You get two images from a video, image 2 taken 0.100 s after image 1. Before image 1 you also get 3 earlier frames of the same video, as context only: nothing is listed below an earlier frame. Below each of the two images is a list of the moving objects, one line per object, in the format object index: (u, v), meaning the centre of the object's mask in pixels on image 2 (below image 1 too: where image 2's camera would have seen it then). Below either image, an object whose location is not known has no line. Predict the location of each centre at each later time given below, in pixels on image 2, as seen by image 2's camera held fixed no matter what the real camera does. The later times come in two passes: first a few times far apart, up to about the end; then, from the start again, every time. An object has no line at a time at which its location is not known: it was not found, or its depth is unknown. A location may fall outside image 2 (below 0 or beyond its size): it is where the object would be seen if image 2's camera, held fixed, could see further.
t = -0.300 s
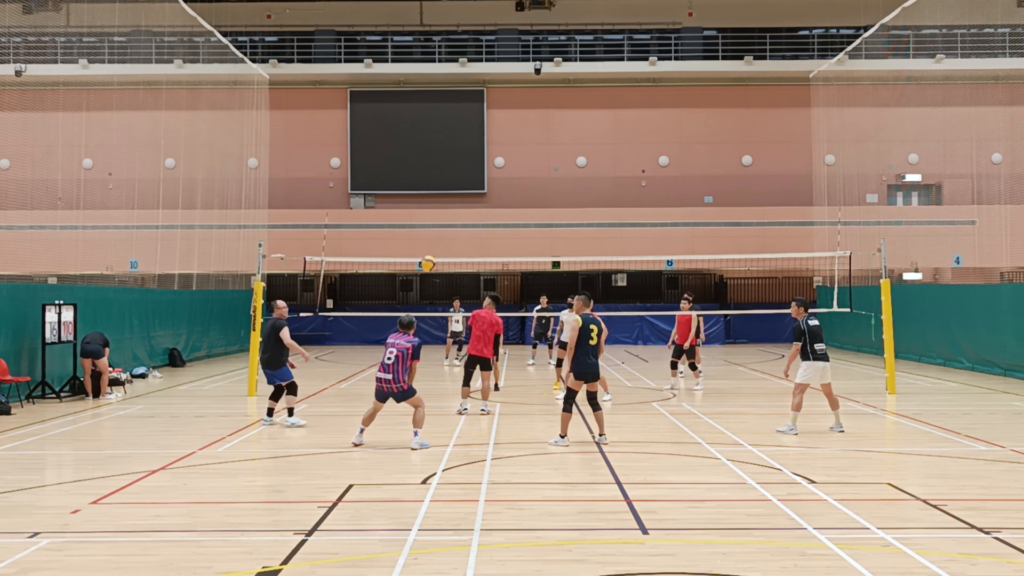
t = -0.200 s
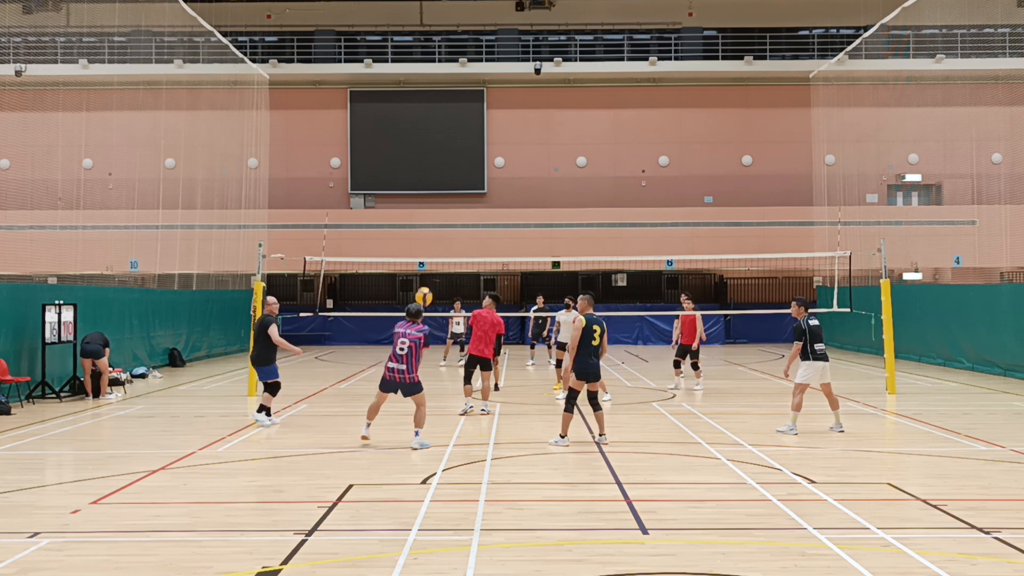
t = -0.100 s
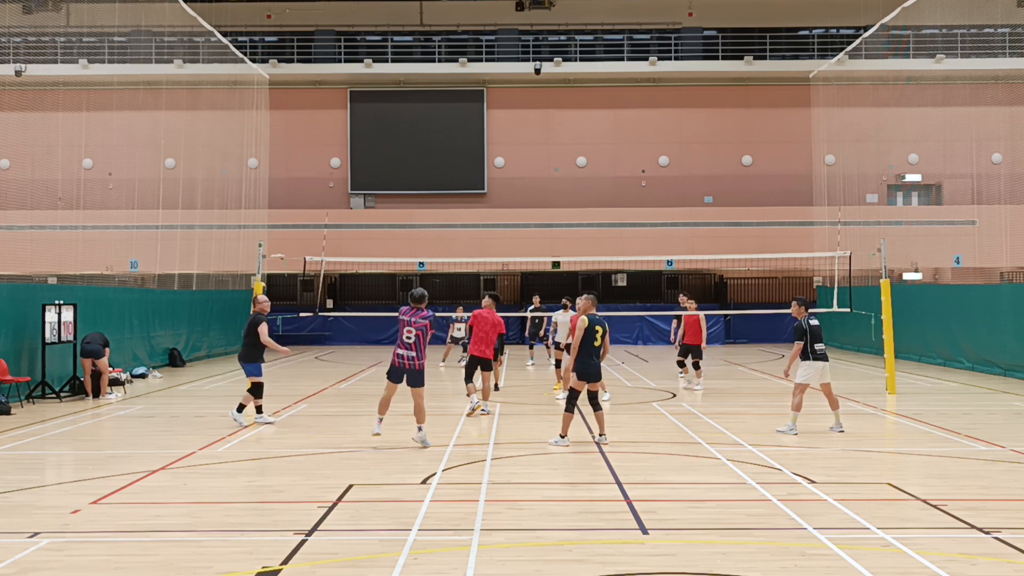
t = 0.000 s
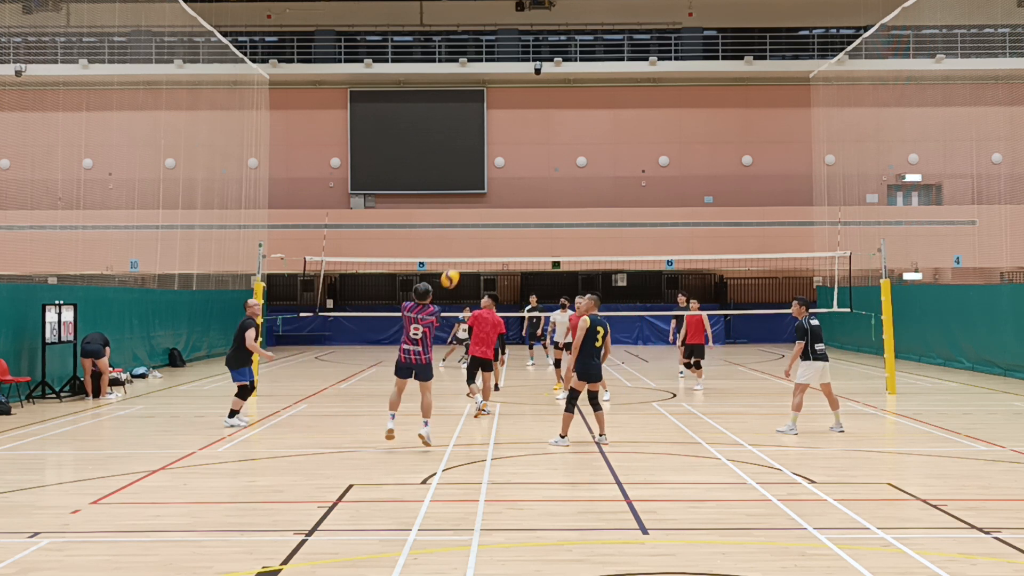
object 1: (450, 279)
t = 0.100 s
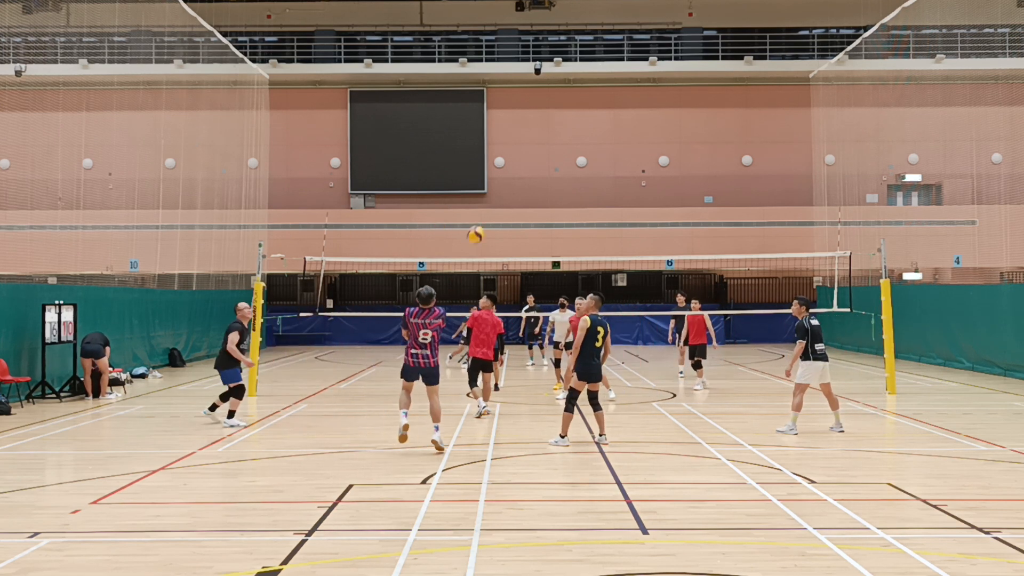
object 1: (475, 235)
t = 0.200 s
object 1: (500, 202)
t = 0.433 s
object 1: (550, 159)
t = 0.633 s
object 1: (588, 156)
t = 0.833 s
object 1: (623, 178)
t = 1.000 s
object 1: (649, 214)
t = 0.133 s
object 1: (484, 223)
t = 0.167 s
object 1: (492, 212)
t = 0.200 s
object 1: (500, 202)
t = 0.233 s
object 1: (507, 193)
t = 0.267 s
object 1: (515, 185)
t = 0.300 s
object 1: (522, 178)
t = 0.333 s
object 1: (529, 172)
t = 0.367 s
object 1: (536, 167)
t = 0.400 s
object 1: (543, 163)
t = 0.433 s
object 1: (550, 159)
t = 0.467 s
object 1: (556, 157)
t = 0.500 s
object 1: (563, 156)
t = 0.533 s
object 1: (569, 155)
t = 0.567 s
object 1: (576, 154)
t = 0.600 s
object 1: (582, 155)
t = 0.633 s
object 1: (588, 156)
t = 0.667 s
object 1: (594, 158)
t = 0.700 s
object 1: (600, 161)
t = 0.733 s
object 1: (606, 164)
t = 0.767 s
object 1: (611, 168)
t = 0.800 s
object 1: (617, 173)
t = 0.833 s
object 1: (623, 178)
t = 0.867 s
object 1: (628, 184)
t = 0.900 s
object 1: (634, 191)
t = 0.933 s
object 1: (639, 198)
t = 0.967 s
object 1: (644, 206)
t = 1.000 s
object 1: (649, 214)
